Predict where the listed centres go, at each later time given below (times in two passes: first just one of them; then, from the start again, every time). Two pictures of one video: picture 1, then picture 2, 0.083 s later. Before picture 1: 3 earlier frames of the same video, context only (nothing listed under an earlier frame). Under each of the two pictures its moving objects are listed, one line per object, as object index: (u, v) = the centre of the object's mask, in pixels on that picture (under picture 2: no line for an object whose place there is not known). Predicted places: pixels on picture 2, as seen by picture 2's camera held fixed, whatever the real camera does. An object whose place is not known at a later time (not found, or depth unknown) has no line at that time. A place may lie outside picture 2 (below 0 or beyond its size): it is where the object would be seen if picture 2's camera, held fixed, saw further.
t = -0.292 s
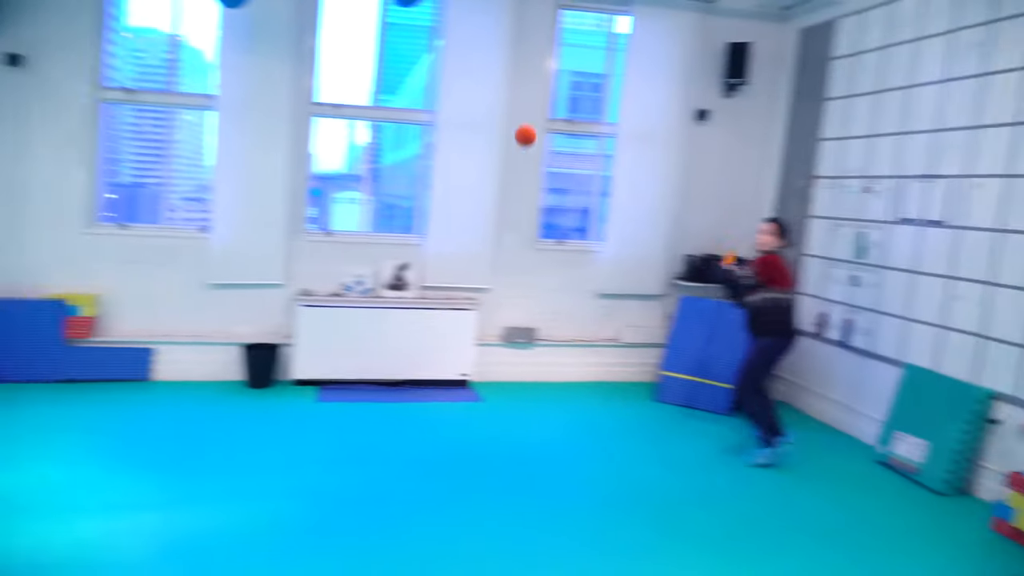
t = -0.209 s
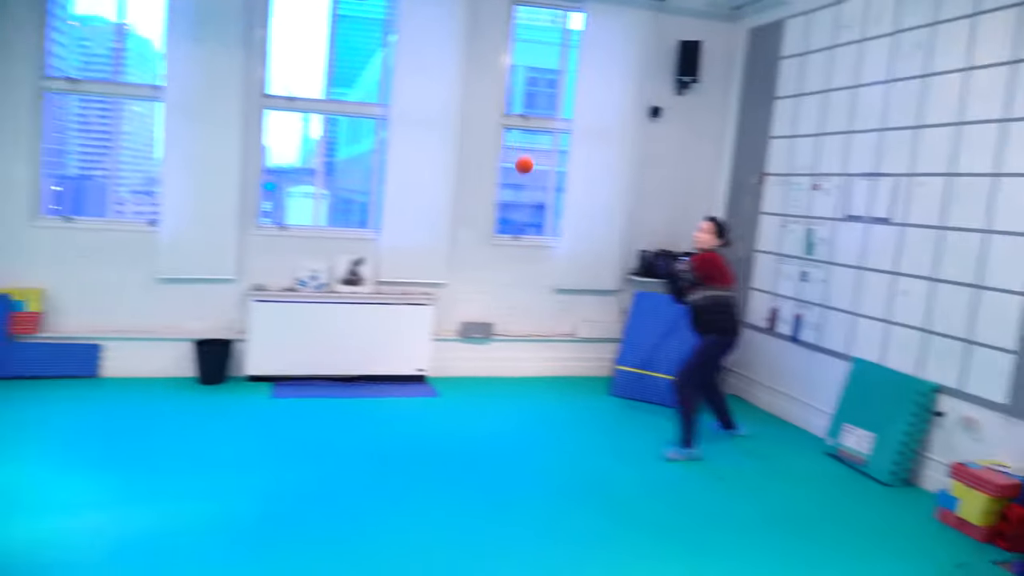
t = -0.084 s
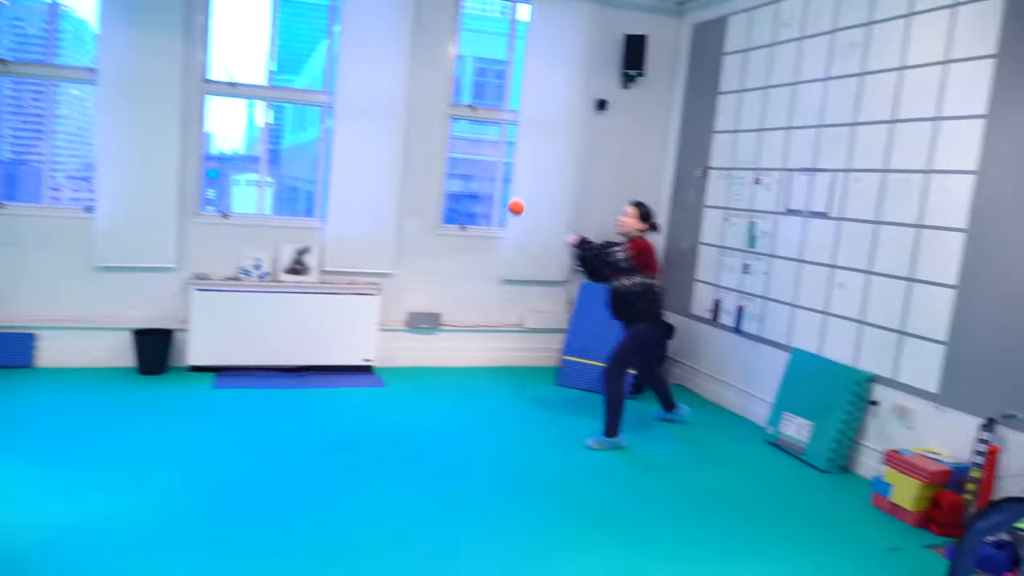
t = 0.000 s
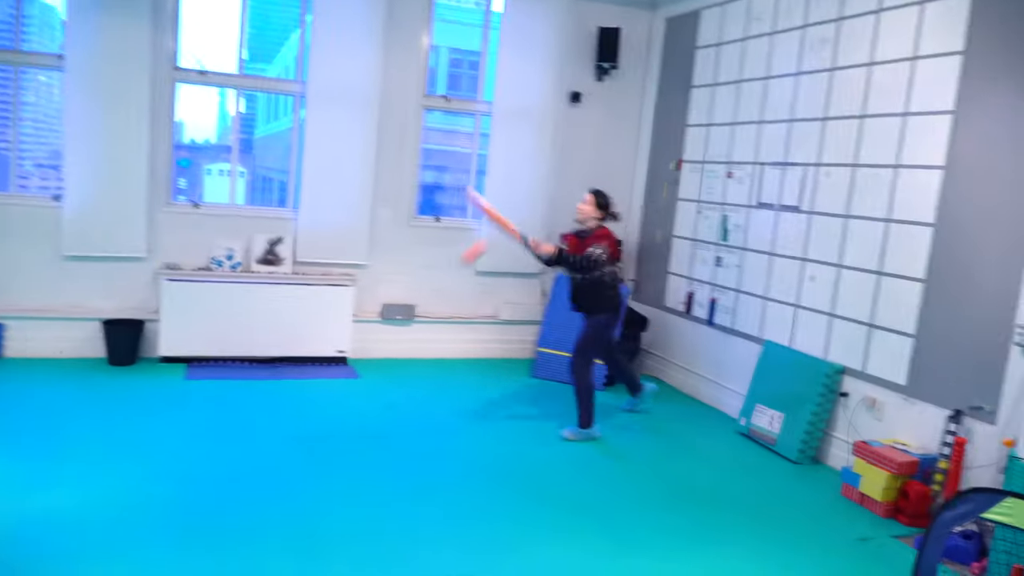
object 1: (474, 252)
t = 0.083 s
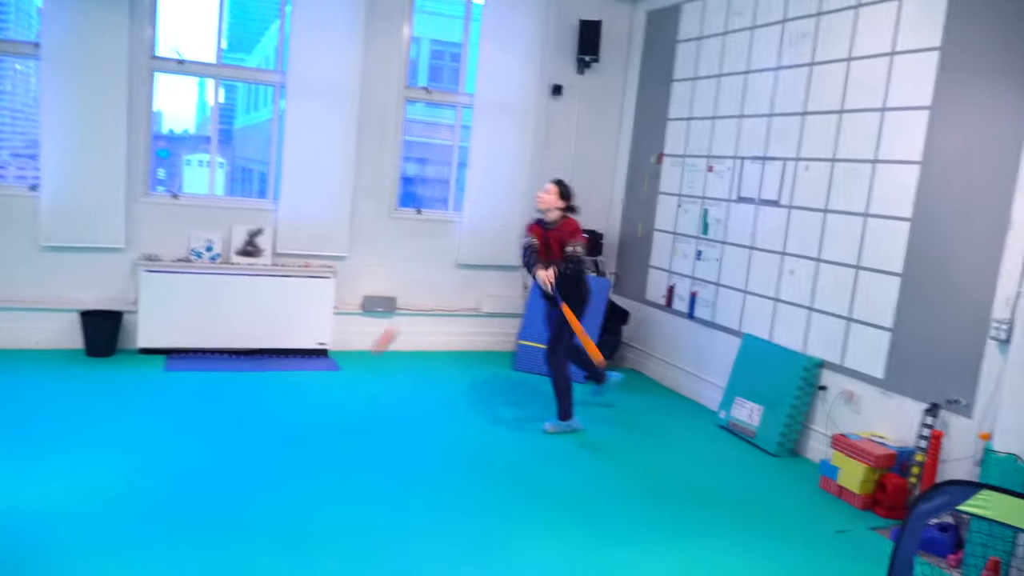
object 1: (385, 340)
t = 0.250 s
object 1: (278, 413)
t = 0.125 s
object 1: (353, 391)
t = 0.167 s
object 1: (323, 439)
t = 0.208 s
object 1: (301, 425)
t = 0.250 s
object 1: (278, 413)
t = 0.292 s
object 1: (256, 405)
